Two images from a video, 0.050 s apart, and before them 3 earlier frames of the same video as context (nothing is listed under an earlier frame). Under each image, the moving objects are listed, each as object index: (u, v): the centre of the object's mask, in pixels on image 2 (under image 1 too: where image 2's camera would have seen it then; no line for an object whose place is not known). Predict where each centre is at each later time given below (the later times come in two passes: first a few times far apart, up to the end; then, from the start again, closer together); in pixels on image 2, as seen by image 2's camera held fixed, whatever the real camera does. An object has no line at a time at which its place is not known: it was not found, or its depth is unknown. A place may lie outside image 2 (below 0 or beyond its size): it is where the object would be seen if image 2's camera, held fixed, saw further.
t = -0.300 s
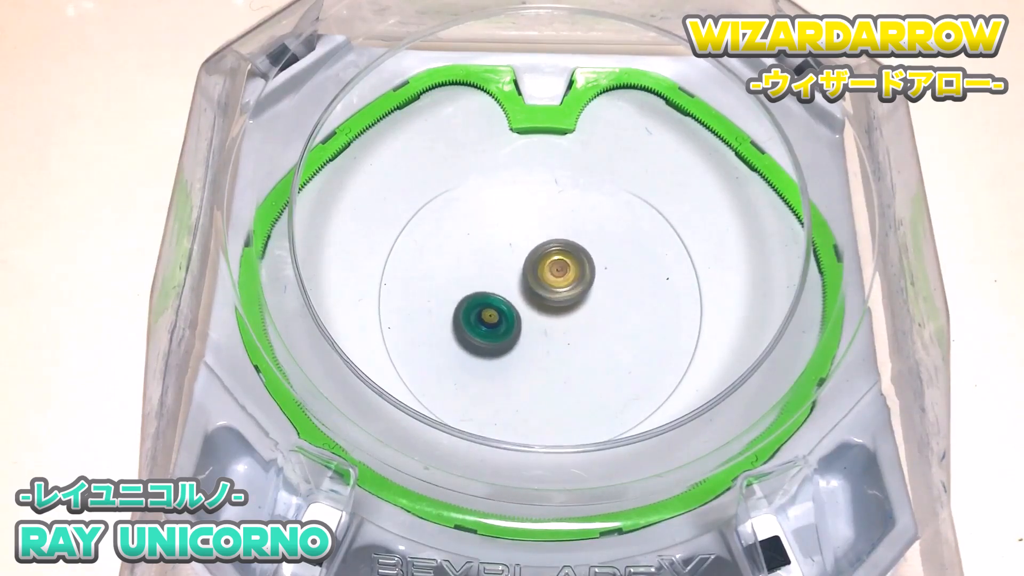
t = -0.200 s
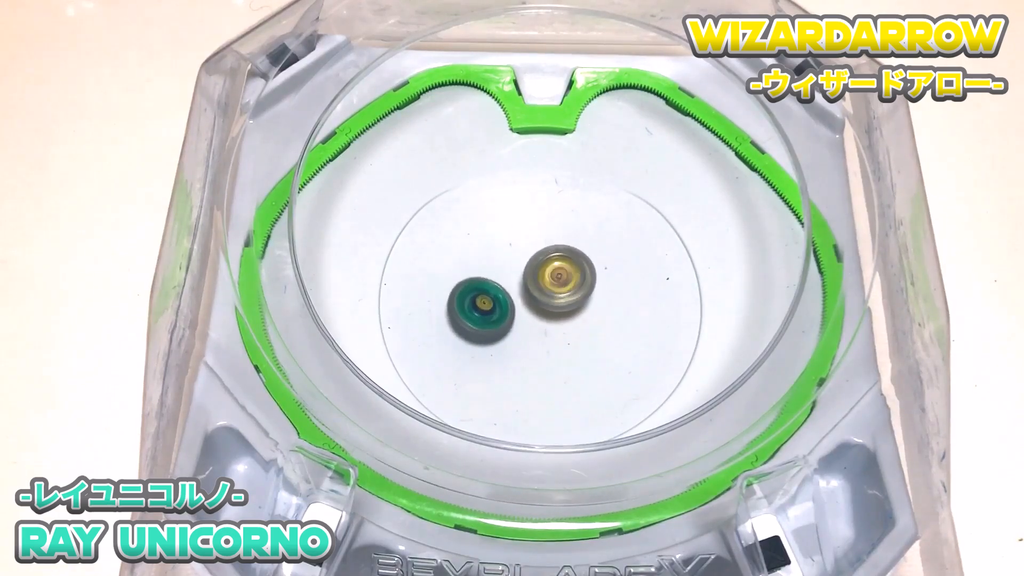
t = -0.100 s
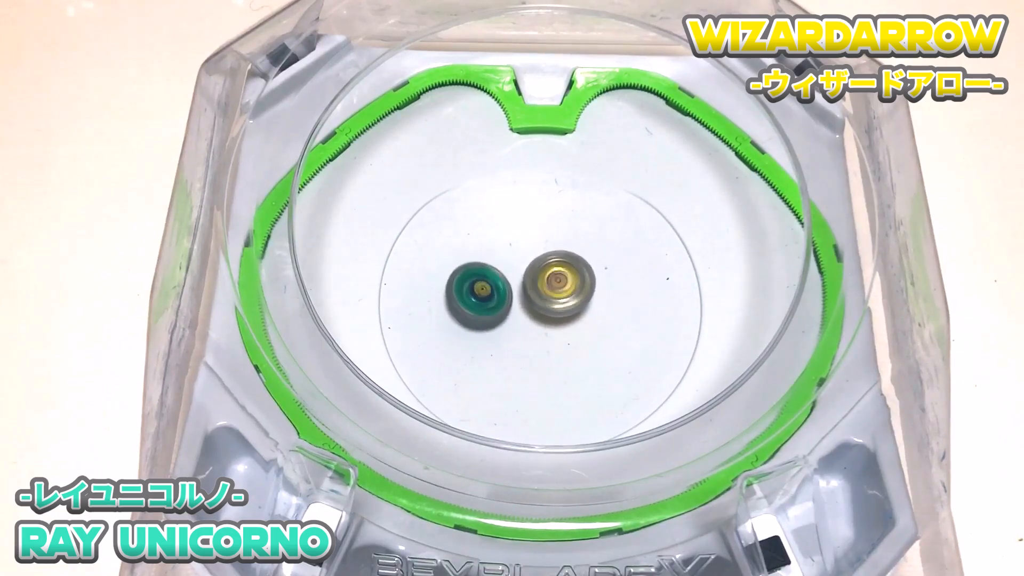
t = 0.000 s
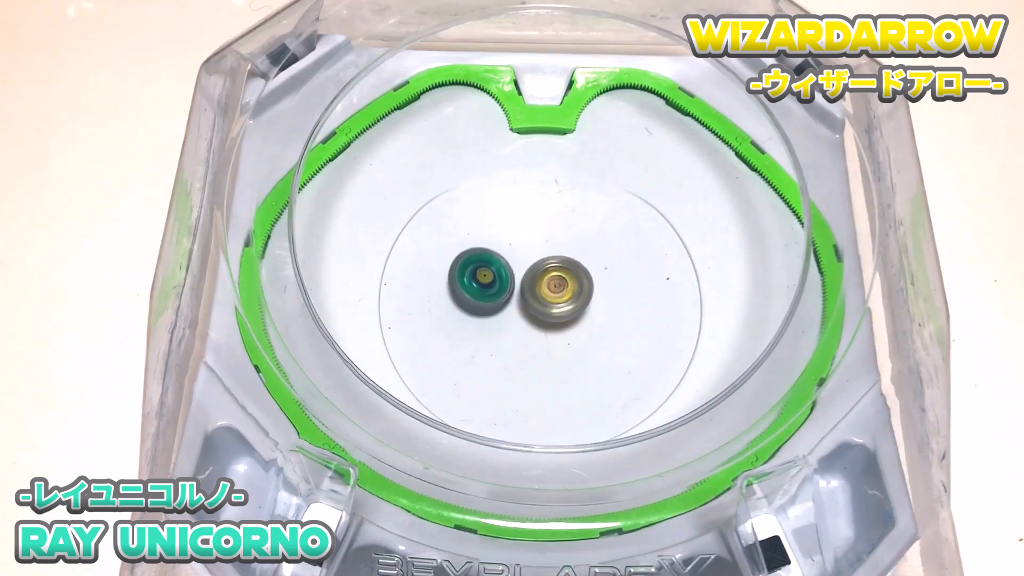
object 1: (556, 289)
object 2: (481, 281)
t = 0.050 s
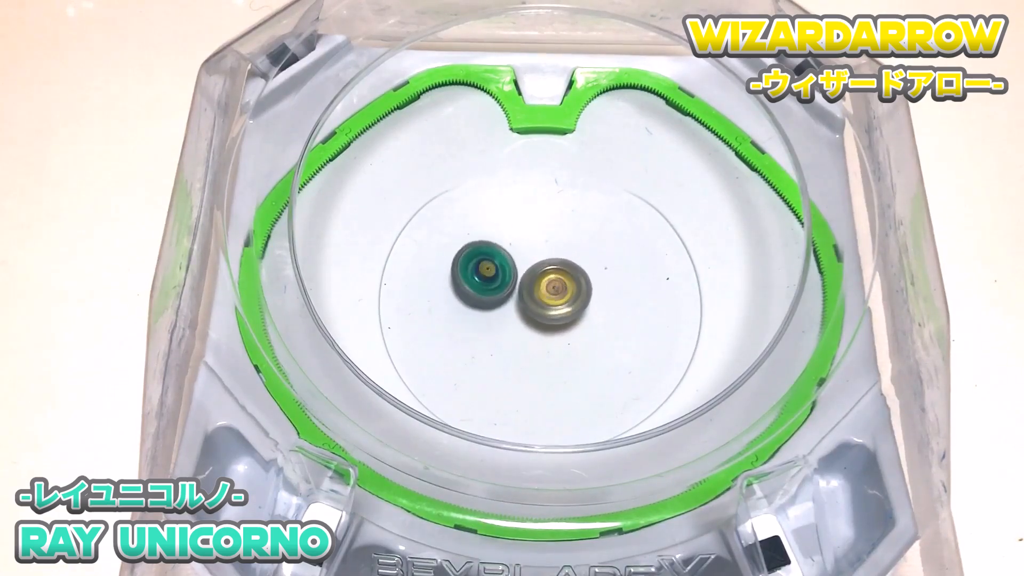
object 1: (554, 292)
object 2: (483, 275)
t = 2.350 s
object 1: (544, 300)
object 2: (479, 293)
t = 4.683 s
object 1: (549, 300)
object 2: (480, 287)
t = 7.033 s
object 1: (541, 294)
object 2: (482, 273)
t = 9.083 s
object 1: (549, 286)
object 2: (471, 299)
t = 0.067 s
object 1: (554, 292)
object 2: (485, 273)
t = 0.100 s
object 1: (553, 294)
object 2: (487, 268)
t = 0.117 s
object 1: (552, 294)
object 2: (488, 266)
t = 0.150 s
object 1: (551, 296)
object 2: (491, 262)
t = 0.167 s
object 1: (550, 296)
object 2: (493, 260)
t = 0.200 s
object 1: (549, 297)
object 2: (497, 256)
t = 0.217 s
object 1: (548, 298)
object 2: (498, 255)
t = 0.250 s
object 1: (547, 298)
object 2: (502, 251)
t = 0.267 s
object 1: (546, 299)
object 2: (504, 250)
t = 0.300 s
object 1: (544, 300)
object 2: (509, 246)
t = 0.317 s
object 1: (543, 300)
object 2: (511, 245)
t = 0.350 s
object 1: (541, 301)
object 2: (516, 243)
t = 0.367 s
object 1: (540, 301)
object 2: (519, 242)
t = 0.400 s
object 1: (539, 301)
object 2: (524, 240)
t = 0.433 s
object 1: (536, 302)
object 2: (529, 238)
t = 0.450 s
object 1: (535, 302)
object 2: (531, 238)
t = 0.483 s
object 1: (533, 302)
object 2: (537, 238)
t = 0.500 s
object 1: (532, 302)
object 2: (540, 238)
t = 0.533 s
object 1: (530, 302)
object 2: (545, 238)
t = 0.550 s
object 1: (530, 302)
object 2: (547, 238)
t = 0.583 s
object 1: (528, 302)
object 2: (552, 239)
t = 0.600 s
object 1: (528, 301)
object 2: (555, 239)
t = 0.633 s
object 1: (527, 301)
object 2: (559, 240)
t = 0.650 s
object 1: (526, 301)
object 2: (561, 241)
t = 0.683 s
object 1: (525, 300)
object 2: (566, 243)
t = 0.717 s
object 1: (524, 299)
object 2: (570, 245)
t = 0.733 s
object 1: (524, 298)
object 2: (572, 246)
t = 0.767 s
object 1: (523, 297)
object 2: (576, 249)
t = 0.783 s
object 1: (523, 297)
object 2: (578, 251)
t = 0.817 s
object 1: (523, 296)
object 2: (582, 254)
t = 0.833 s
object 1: (523, 295)
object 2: (584, 256)
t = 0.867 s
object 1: (523, 294)
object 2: (587, 260)
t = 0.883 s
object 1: (523, 294)
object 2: (589, 262)
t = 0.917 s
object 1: (523, 293)
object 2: (592, 266)
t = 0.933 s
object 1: (523, 292)
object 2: (593, 268)
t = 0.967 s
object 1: (523, 291)
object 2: (596, 273)
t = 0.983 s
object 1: (524, 291)
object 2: (597, 276)
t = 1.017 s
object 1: (525, 290)
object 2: (599, 281)
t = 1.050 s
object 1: (526, 289)
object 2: (601, 286)
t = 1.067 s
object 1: (527, 288)
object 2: (602, 288)
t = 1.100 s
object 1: (528, 287)
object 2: (603, 294)
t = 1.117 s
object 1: (529, 286)
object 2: (603, 296)
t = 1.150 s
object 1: (530, 285)
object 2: (603, 302)
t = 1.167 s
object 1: (531, 285)
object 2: (603, 304)
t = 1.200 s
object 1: (532, 284)
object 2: (603, 310)
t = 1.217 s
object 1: (533, 283)
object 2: (603, 312)
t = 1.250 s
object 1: (535, 282)
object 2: (601, 317)
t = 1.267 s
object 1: (536, 282)
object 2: (601, 319)
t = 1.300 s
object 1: (537, 281)
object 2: (599, 324)
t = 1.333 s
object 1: (540, 279)
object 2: (596, 329)
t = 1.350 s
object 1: (541, 279)
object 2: (595, 331)
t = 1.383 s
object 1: (545, 278)
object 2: (592, 335)
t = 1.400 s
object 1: (546, 277)
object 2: (591, 337)
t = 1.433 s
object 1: (549, 275)
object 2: (587, 341)
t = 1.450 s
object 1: (550, 275)
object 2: (585, 342)
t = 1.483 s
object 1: (553, 273)
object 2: (581, 345)
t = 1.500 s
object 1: (554, 273)
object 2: (579, 347)
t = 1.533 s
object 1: (556, 272)
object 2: (575, 349)
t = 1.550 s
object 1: (557, 271)
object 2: (572, 351)
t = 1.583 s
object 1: (559, 270)
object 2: (567, 353)
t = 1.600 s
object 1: (561, 270)
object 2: (565, 353)
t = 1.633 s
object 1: (562, 271)
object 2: (560, 355)
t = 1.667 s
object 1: (563, 271)
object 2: (554, 356)
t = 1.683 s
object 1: (564, 269)
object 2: (551, 356)
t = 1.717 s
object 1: (565, 269)
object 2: (546, 356)
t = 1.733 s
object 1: (564, 270)
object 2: (543, 356)
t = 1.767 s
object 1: (566, 270)
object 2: (537, 356)
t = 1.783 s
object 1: (566, 270)
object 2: (534, 356)
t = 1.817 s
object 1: (565, 271)
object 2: (529, 355)
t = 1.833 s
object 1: (565, 271)
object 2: (526, 354)
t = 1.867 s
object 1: (565, 271)
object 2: (521, 352)
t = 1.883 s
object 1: (565, 273)
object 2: (518, 351)
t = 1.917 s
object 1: (565, 273)
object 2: (513, 349)
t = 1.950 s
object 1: (563, 275)
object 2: (508, 347)
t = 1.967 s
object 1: (563, 275)
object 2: (506, 345)
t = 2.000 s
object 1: (562, 277)
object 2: (501, 342)
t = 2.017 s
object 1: (561, 278)
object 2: (499, 340)
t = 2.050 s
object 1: (560, 279)
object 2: (495, 336)
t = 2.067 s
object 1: (559, 280)
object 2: (494, 334)
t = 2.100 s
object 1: (557, 283)
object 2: (491, 330)
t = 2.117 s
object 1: (556, 284)
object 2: (489, 328)
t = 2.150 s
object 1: (554, 286)
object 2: (487, 323)
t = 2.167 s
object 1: (553, 287)
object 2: (485, 321)
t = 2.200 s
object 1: (551, 290)
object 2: (484, 317)
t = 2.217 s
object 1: (550, 291)
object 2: (483, 314)
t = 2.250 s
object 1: (547, 293)
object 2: (481, 309)
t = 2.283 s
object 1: (546, 296)
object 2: (480, 304)
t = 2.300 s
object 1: (545, 297)
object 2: (479, 302)
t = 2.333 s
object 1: (544, 299)
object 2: (479, 296)
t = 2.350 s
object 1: (544, 300)
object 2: (479, 293)
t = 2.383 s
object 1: (542, 303)
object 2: (480, 288)
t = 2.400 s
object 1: (542, 304)
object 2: (480, 285)
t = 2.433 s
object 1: (541, 305)
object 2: (482, 280)
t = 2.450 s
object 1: (541, 306)
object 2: (483, 278)
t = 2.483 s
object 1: (540, 308)
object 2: (486, 273)
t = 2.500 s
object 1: (539, 309)
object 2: (487, 270)
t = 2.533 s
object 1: (537, 310)
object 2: (490, 265)
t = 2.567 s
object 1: (537, 311)
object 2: (494, 261)
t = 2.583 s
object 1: (536, 312)
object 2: (496, 258)
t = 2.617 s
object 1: (535, 312)
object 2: (500, 255)
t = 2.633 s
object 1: (535, 312)
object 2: (502, 253)
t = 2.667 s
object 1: (534, 313)
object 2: (506, 249)
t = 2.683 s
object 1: (534, 312)
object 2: (508, 248)
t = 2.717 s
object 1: (533, 312)
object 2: (513, 245)
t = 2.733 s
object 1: (533, 312)
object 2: (515, 243)
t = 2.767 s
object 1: (532, 312)
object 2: (520, 241)
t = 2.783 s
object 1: (532, 311)
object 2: (522, 240)
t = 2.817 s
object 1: (532, 310)
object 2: (527, 238)
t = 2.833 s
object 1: (531, 309)
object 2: (530, 238)
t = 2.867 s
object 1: (531, 308)
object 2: (535, 237)
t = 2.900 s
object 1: (531, 306)
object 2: (540, 236)
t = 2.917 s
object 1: (531, 305)
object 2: (543, 236)
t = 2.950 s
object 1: (531, 304)
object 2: (548, 236)
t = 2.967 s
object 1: (531, 303)
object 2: (550, 236)
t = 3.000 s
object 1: (531, 301)
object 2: (554, 237)
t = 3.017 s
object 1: (531, 300)
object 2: (557, 237)
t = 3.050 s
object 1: (532, 297)
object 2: (562, 239)
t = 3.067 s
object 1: (532, 296)
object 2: (564, 239)
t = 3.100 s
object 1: (532, 294)
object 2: (568, 241)
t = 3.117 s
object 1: (532, 293)
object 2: (570, 242)
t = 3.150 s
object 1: (532, 290)
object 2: (575, 244)
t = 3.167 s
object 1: (533, 289)
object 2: (577, 246)
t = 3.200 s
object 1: (533, 286)
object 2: (581, 249)
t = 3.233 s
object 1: (533, 284)
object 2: (585, 253)
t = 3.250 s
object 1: (533, 282)
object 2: (587, 256)
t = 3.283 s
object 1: (534, 280)
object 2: (591, 261)
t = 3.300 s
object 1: (534, 278)
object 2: (593, 263)
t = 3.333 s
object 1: (533, 277)
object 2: (595, 269)
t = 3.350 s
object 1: (532, 277)
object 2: (596, 272)
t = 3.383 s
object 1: (532, 275)
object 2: (598, 278)
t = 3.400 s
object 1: (532, 274)
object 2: (598, 281)
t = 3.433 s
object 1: (532, 273)
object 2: (600, 287)
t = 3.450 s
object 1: (532, 272)
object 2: (600, 290)
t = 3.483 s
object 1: (532, 272)
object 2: (601, 296)
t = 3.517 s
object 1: (533, 271)
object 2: (602, 302)
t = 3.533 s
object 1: (533, 271)
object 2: (602, 305)
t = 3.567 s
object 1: (533, 270)
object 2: (601, 311)
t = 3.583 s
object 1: (533, 270)
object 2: (601, 314)
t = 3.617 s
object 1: (534, 270)
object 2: (600, 320)
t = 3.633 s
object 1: (534, 270)
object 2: (599, 322)
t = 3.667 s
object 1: (535, 271)
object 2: (597, 328)
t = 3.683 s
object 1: (535, 271)
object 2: (596, 330)
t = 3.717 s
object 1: (536, 271)
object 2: (593, 335)
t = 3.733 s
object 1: (537, 272)
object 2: (592, 337)
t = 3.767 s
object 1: (538, 272)
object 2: (588, 342)
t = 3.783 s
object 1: (539, 273)
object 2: (586, 344)
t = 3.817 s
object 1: (540, 274)
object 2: (583, 347)
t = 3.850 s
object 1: (541, 275)
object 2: (579, 350)
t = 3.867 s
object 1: (542, 276)
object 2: (577, 352)
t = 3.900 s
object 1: (543, 277)
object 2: (572, 354)
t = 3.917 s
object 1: (544, 278)
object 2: (570, 355)
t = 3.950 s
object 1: (546, 278)
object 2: (566, 357)
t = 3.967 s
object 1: (547, 279)
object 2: (563, 358)
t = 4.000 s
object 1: (548, 281)
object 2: (558, 359)
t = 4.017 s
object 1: (548, 281)
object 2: (556, 359)
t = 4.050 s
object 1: (550, 283)
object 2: (550, 360)
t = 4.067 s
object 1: (551, 284)
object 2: (548, 360)
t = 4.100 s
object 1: (552, 285)
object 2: (542, 359)
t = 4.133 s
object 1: (553, 286)
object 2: (537, 358)
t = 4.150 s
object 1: (554, 287)
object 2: (534, 358)
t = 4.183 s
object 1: (555, 288)
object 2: (529, 356)
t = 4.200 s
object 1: (555, 289)
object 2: (526, 355)
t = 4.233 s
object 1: (556, 290)
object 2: (520, 353)
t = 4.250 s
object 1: (556, 291)
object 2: (518, 352)
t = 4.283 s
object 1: (557, 292)
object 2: (512, 348)
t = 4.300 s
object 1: (557, 292)
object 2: (510, 347)
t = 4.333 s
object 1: (557, 294)
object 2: (505, 343)
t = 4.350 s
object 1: (557, 295)
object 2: (503, 341)
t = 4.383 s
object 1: (556, 296)
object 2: (499, 337)
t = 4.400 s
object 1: (556, 296)
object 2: (497, 334)
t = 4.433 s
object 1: (556, 297)
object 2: (493, 329)
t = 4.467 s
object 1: (555, 298)
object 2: (489, 324)
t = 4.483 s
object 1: (555, 298)
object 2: (488, 321)
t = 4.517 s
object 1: (555, 299)
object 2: (485, 316)
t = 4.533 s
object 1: (554, 299)
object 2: (484, 313)
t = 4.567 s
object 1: (553, 299)
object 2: (482, 308)
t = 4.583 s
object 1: (552, 300)
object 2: (482, 304)
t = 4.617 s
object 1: (551, 300)
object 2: (481, 298)
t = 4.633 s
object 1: (551, 300)
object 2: (480, 296)
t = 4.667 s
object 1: (550, 300)
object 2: (480, 290)
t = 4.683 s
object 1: (549, 300)
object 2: (480, 287)
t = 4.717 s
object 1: (547, 300)
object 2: (481, 282)
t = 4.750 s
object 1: (545, 300)
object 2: (482, 276)
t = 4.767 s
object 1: (545, 300)
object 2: (483, 274)
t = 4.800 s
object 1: (543, 299)
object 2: (484, 269)
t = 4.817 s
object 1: (542, 299)
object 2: (485, 266)
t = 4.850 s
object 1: (540, 299)
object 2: (488, 261)
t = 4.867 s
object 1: (539, 299)
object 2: (489, 258)
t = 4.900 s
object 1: (537, 298)
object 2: (492, 254)
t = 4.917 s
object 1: (536, 298)
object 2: (494, 252)
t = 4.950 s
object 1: (535, 297)
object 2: (498, 248)
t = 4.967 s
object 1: (534, 297)
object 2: (500, 246)
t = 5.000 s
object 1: (532, 296)
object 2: (504, 243)
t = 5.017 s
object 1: (531, 296)
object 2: (506, 241)
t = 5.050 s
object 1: (530, 295)
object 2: (511, 239)
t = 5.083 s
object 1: (529, 295)
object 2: (516, 237)
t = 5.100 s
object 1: (529, 294)
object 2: (519, 235)
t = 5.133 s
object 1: (528, 293)
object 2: (524, 234)
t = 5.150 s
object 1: (527, 293)
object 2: (527, 234)
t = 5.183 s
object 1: (527, 292)
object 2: (532, 233)
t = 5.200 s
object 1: (527, 292)
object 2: (535, 233)
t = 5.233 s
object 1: (526, 291)
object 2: (541, 233)
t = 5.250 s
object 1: (526, 290)
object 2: (544, 233)
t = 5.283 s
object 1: (526, 289)
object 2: (549, 234)
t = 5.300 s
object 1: (526, 289)
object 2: (552, 235)
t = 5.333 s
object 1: (527, 287)
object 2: (558, 236)
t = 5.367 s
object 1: (527, 286)
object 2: (563, 238)
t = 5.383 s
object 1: (528, 286)
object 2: (566, 239)
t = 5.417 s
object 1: (528, 285)
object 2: (570, 242)
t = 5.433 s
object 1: (529, 284)
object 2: (573, 243)
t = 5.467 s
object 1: (529, 283)
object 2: (577, 247)
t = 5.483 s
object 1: (530, 283)
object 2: (580, 249)
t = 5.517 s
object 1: (531, 281)
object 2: (584, 254)
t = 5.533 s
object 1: (531, 281)
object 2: (586, 256)
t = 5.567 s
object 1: (533, 280)
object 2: (590, 261)
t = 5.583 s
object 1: (533, 279)
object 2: (592, 264)
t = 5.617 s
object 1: (535, 279)
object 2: (596, 269)
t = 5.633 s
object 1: (535, 278)
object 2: (597, 272)
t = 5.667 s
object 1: (537, 278)
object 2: (600, 278)
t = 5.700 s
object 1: (538, 277)
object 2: (602, 284)
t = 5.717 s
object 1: (539, 277)
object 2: (602, 287)
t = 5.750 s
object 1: (539, 276)
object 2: (604, 293)
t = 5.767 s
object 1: (539, 276)
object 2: (604, 296)
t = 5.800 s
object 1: (541, 276)
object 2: (604, 302)
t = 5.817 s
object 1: (541, 276)
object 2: (605, 304)
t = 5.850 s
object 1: (542, 276)
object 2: (604, 310)
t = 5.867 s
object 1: (542, 276)
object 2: (604, 313)
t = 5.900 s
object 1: (543, 276)
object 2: (603, 319)
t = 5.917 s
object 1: (544, 276)
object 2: (602, 321)
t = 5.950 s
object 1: (544, 277)
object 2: (600, 327)
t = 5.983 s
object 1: (545, 277)
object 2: (597, 332)
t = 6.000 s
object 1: (546, 278)
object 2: (596, 334)
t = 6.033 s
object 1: (546, 278)
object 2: (593, 338)
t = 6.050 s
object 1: (547, 279)
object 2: (591, 340)
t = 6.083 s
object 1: (547, 279)
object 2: (587, 344)
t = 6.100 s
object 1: (548, 280)
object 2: (585, 346)
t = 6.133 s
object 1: (548, 280)
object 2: (581, 349)
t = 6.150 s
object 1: (548, 281)
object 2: (578, 351)
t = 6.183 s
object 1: (549, 282)
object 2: (573, 353)
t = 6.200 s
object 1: (549, 283)
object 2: (571, 354)
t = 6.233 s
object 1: (549, 284)
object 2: (565, 356)
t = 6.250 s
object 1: (550, 285)
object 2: (562, 357)
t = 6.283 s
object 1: (550, 286)
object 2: (557, 358)
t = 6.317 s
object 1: (550, 287)
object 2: (551, 359)
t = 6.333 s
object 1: (550, 287)
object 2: (548, 359)
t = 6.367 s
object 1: (550, 289)
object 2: (541, 359)
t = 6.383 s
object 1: (550, 289)
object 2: (538, 359)
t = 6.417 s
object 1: (550, 291)
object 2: (532, 358)
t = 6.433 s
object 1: (550, 291)
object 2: (529, 357)
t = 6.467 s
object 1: (550, 292)
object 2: (523, 356)
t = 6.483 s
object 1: (550, 293)
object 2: (520, 355)
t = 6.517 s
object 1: (549, 295)
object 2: (514, 352)
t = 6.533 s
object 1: (548, 295)
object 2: (512, 351)
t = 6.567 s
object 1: (548, 296)
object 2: (506, 347)
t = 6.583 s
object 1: (547, 297)
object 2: (503, 346)
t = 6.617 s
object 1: (548, 297)
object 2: (498, 342)
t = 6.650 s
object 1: (548, 297)
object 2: (494, 338)
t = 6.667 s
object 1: (548, 298)
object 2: (492, 335)
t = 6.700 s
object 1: (548, 297)
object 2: (489, 330)
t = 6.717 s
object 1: (547, 298)
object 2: (487, 328)
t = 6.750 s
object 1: (547, 298)
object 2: (484, 323)
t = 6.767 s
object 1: (547, 297)
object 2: (483, 320)
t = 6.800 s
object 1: (546, 297)
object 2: (481, 315)
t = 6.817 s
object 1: (546, 297)
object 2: (480, 312)
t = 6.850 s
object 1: (546, 297)
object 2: (479, 306)
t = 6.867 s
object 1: (545, 297)
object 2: (479, 303)
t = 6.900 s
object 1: (544, 296)
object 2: (478, 297)
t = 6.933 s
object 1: (544, 296)
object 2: (479, 290)
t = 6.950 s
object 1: (543, 296)
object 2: (479, 287)
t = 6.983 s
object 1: (542, 295)
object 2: (480, 282)
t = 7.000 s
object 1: (542, 295)
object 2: (481, 279)
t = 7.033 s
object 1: (541, 294)
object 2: (482, 273)
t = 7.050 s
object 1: (541, 294)
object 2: (483, 270)
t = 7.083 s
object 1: (540, 293)
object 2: (486, 265)
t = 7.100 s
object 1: (539, 293)
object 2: (488, 262)
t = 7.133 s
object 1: (538, 292)
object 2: (491, 256)
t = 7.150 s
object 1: (538, 292)
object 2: (493, 254)
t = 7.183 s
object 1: (537, 291)
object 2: (497, 249)
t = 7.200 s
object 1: (537, 291)
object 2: (499, 247)
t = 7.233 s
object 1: (536, 290)
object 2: (504, 243)
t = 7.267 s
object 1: (536, 290)
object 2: (509, 239)
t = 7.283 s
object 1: (535, 289)
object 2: (512, 238)
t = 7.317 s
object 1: (535, 288)
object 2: (518, 235)
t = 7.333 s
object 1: (534, 288)
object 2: (521, 234)
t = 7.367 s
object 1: (534, 287)
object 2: (526, 232)
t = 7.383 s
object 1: (534, 287)
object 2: (530, 231)
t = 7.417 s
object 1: (533, 286)
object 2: (535, 230)
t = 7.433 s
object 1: (533, 285)
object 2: (538, 230)
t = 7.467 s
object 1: (533, 285)
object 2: (544, 230)
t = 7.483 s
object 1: (533, 284)
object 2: (547, 230)
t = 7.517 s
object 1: (533, 283)
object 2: (553, 231)
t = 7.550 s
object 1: (532, 283)
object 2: (559, 232)
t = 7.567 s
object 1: (532, 283)
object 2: (561, 233)
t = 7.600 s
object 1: (533, 282)
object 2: (566, 235)
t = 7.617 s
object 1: (533, 282)
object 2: (569, 236)
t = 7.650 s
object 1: (533, 282)
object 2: (574, 239)
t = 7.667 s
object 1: (533, 282)
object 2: (576, 241)
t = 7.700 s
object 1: (534, 282)
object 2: (580, 245)
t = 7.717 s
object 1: (534, 282)
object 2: (582, 247)
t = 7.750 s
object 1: (534, 282)
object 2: (587, 252)
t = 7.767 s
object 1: (535, 282)
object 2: (589, 254)
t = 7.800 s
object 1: (535, 282)
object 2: (592, 260)
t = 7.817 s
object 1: (535, 282)
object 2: (594, 262)
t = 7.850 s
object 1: (536, 282)
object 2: (597, 268)
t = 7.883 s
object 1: (536, 282)
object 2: (599, 274)
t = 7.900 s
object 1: (537, 282)
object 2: (600, 278)
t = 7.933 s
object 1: (538, 283)
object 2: (602, 284)
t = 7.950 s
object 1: (538, 283)
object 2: (603, 287)
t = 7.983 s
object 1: (540, 284)
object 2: (604, 294)
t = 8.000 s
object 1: (540, 284)
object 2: (604, 297)
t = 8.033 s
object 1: (540, 285)
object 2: (604, 303)
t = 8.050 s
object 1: (541, 285)
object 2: (604, 307)
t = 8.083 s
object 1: (542, 285)
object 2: (603, 313)
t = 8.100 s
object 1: (543, 286)
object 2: (603, 316)
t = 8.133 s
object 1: (544, 286)
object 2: (601, 322)
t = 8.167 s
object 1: (545, 287)
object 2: (599, 328)
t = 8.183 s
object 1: (545, 288)
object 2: (598, 330)
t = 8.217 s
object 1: (546, 288)
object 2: (595, 335)
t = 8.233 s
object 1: (546, 288)
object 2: (593, 338)
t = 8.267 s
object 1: (547, 289)
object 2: (590, 342)
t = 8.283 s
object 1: (547, 289)
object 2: (588, 344)
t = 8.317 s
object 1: (547, 289)
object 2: (584, 348)
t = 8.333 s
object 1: (547, 290)
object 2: (581, 349)
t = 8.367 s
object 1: (547, 290)
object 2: (577, 352)
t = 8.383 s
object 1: (547, 290)
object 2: (574, 354)
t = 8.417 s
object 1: (547, 291)
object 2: (568, 356)
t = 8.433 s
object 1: (547, 291)
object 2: (566, 357)
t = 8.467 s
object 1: (547, 291)
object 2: (560, 359)
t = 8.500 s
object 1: (547, 291)
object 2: (554, 360)
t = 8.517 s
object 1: (547, 292)
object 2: (551, 360)
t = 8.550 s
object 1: (547, 292)
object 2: (545, 360)
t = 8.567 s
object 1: (547, 292)
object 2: (541, 361)
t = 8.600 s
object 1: (547, 292)
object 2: (535, 360)
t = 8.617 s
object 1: (546, 292)
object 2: (532, 359)
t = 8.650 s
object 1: (546, 293)
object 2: (526, 358)
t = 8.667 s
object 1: (546, 293)
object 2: (523, 357)
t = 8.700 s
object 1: (546, 293)
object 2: (517, 355)
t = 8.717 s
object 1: (546, 293)
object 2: (514, 353)
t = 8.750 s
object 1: (545, 293)
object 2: (509, 350)
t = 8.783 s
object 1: (544, 294)
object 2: (503, 347)
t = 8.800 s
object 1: (544, 293)
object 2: (501, 345)
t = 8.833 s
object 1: (544, 293)
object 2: (496, 340)
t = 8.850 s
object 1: (544, 293)
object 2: (494, 338)
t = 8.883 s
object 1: (543, 293)
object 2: (491, 334)
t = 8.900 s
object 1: (543, 293)
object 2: (489, 331)
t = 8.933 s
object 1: (545, 292)
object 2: (483, 326)
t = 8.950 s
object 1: (547, 292)
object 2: (481, 323)
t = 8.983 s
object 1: (548, 291)
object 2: (477, 317)
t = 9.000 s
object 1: (548, 290)
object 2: (476, 314)
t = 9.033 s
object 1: (549, 288)
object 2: (474, 308)
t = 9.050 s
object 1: (549, 288)
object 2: (472, 305)
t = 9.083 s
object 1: (549, 286)
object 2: (471, 299)
